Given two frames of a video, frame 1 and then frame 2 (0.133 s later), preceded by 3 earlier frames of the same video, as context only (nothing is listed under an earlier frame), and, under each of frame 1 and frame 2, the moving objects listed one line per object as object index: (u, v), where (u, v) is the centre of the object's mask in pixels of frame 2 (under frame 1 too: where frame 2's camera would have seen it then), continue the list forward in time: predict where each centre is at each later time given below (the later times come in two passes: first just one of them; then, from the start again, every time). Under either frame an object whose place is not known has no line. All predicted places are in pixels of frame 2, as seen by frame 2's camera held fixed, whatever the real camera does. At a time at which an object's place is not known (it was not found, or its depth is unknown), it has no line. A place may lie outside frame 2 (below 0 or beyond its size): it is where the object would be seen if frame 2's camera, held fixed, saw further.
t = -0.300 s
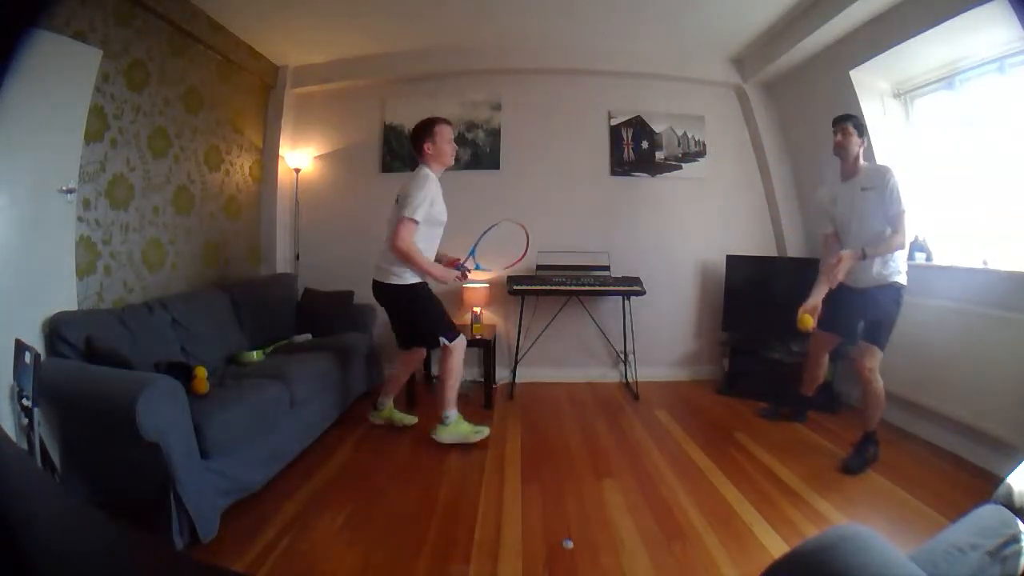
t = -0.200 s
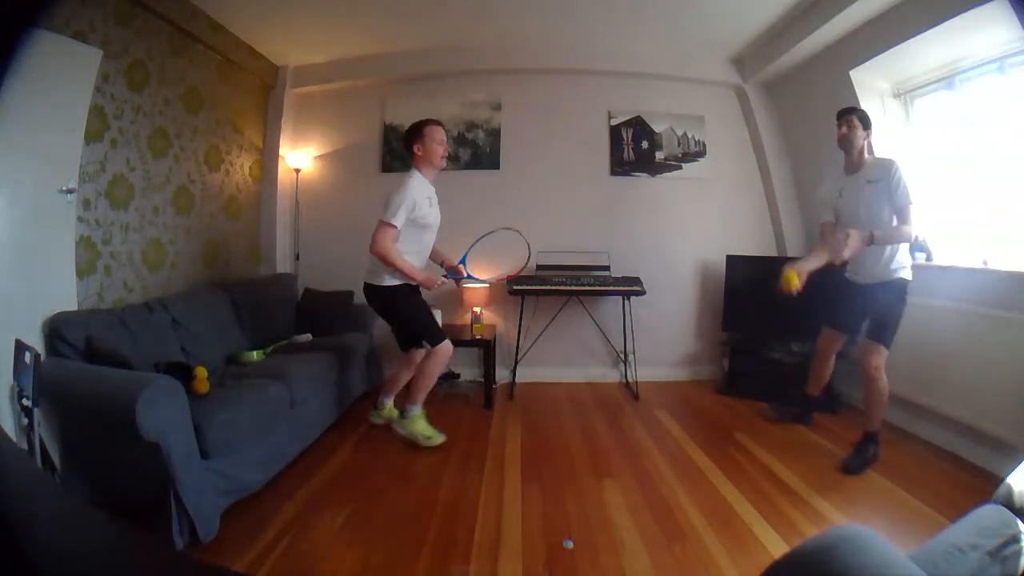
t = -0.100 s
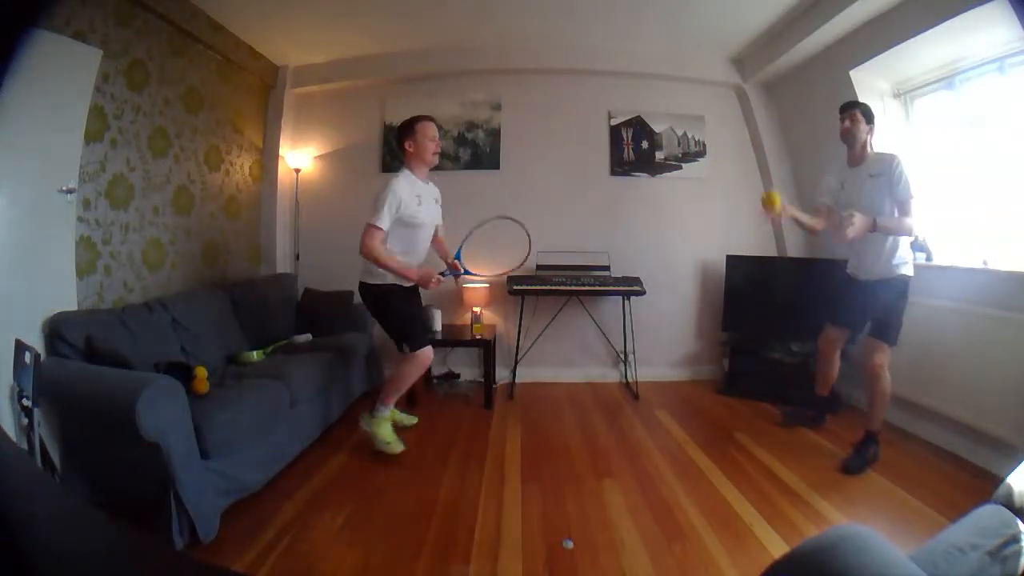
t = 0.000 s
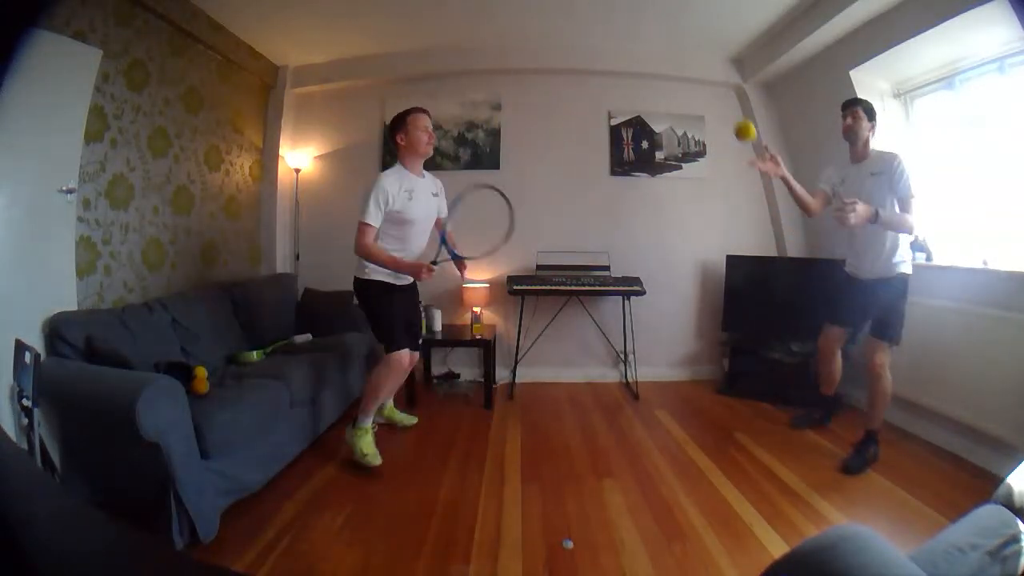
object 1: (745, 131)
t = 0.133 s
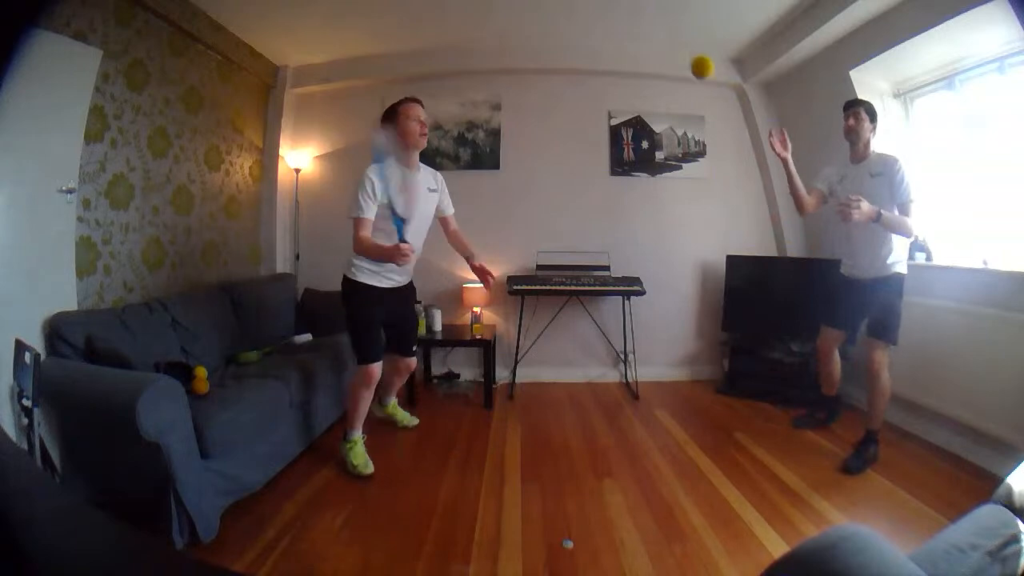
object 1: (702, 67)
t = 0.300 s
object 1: (636, 44)
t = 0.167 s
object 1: (690, 57)
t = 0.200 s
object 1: (677, 49)
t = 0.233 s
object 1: (664, 44)
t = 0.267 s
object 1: (650, 42)
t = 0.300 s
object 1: (636, 44)
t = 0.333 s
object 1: (620, 49)
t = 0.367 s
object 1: (603, 59)
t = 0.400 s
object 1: (585, 74)
